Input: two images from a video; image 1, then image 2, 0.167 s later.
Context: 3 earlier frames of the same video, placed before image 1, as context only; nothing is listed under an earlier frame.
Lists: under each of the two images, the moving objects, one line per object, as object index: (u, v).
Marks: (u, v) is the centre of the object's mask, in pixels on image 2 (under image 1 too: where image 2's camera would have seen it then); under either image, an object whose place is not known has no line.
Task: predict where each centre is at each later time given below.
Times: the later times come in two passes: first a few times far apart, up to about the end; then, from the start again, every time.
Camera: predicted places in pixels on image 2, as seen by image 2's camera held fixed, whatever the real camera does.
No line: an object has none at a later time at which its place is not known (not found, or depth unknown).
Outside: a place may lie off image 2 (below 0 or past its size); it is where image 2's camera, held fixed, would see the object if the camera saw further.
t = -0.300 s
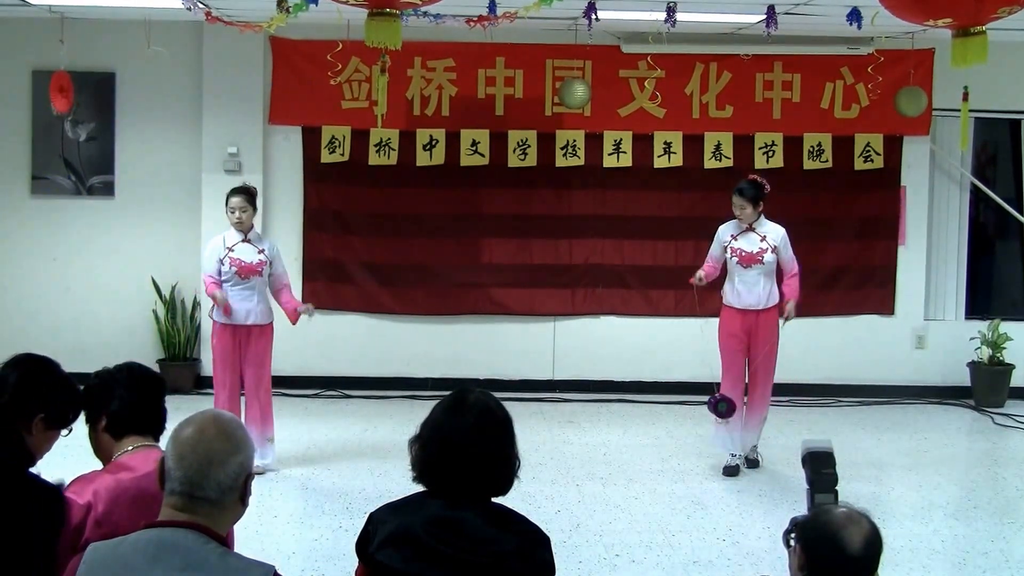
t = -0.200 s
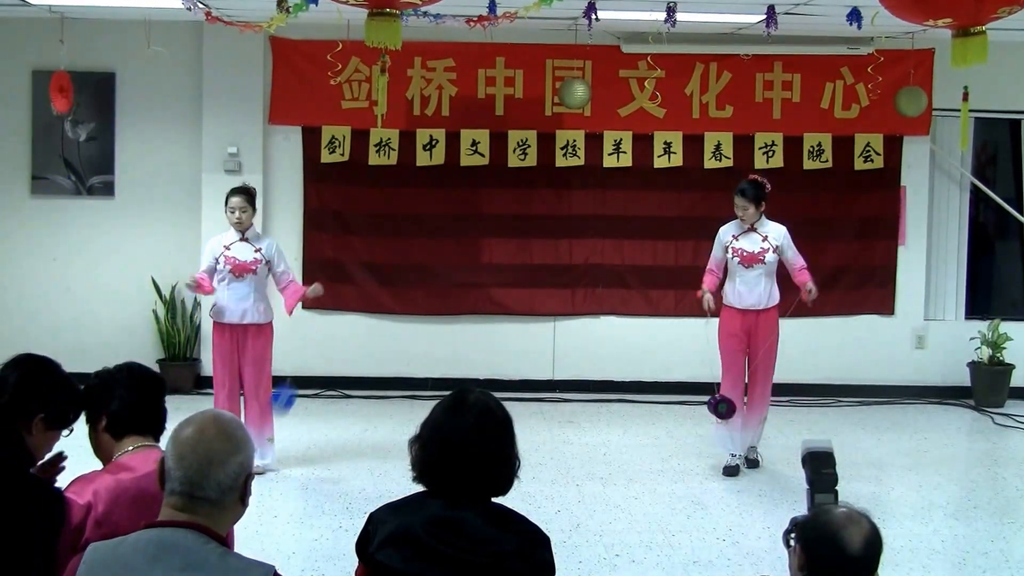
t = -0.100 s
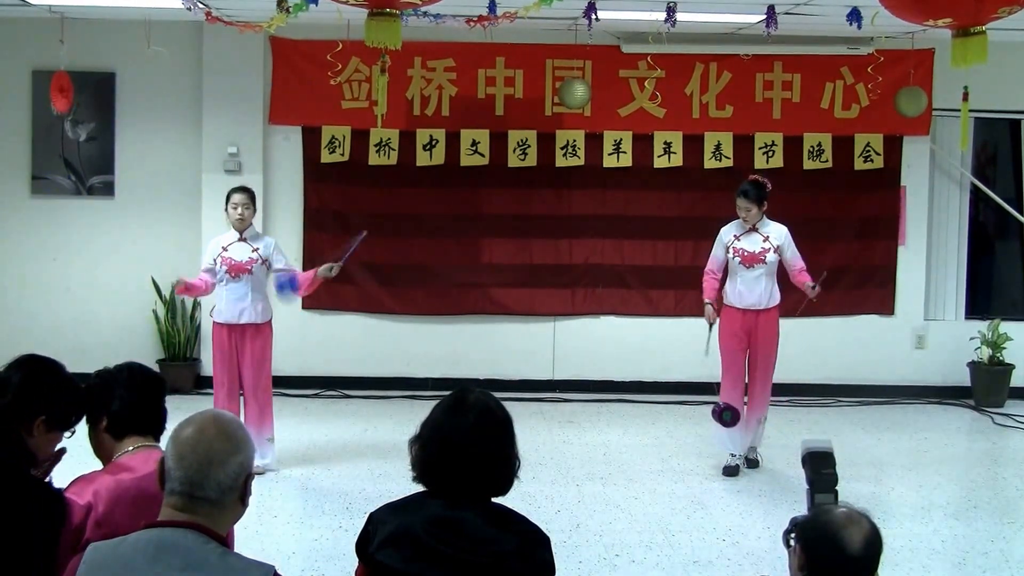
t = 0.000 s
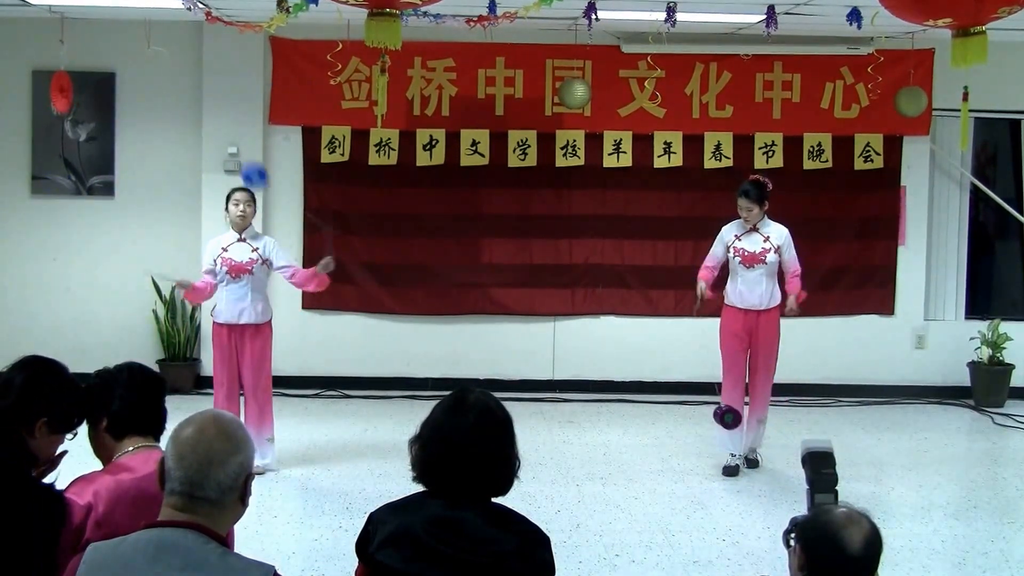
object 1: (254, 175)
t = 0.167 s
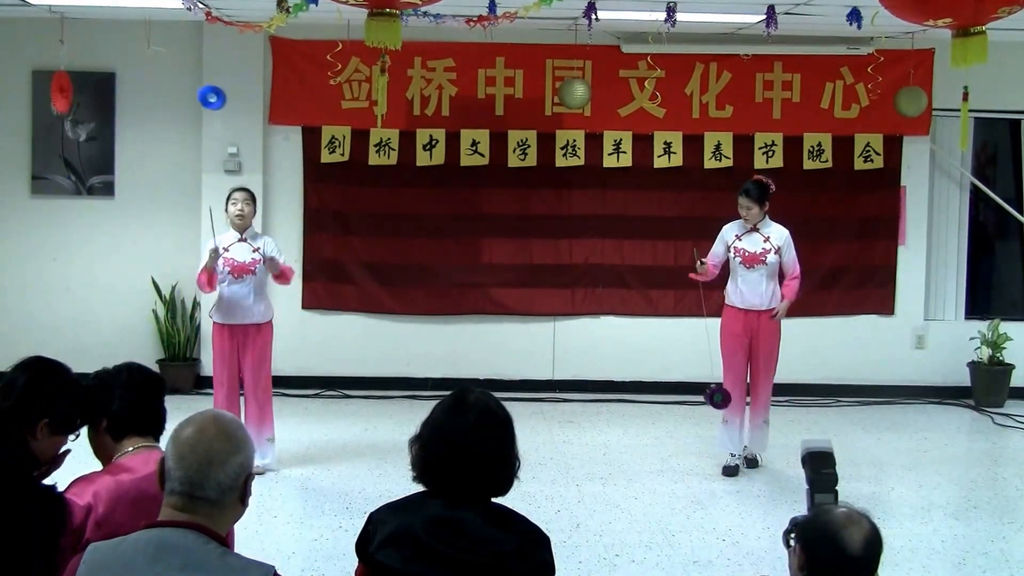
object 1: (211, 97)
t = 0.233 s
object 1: (197, 99)
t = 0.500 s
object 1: (145, 217)
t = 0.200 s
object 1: (204, 97)
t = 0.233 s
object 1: (197, 99)
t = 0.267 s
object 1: (190, 105)
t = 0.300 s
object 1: (183, 113)
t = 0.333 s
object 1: (176, 124)
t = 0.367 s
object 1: (169, 137)
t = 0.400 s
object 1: (163, 153)
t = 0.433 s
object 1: (156, 172)
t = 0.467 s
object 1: (150, 193)
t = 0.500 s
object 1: (145, 217)
